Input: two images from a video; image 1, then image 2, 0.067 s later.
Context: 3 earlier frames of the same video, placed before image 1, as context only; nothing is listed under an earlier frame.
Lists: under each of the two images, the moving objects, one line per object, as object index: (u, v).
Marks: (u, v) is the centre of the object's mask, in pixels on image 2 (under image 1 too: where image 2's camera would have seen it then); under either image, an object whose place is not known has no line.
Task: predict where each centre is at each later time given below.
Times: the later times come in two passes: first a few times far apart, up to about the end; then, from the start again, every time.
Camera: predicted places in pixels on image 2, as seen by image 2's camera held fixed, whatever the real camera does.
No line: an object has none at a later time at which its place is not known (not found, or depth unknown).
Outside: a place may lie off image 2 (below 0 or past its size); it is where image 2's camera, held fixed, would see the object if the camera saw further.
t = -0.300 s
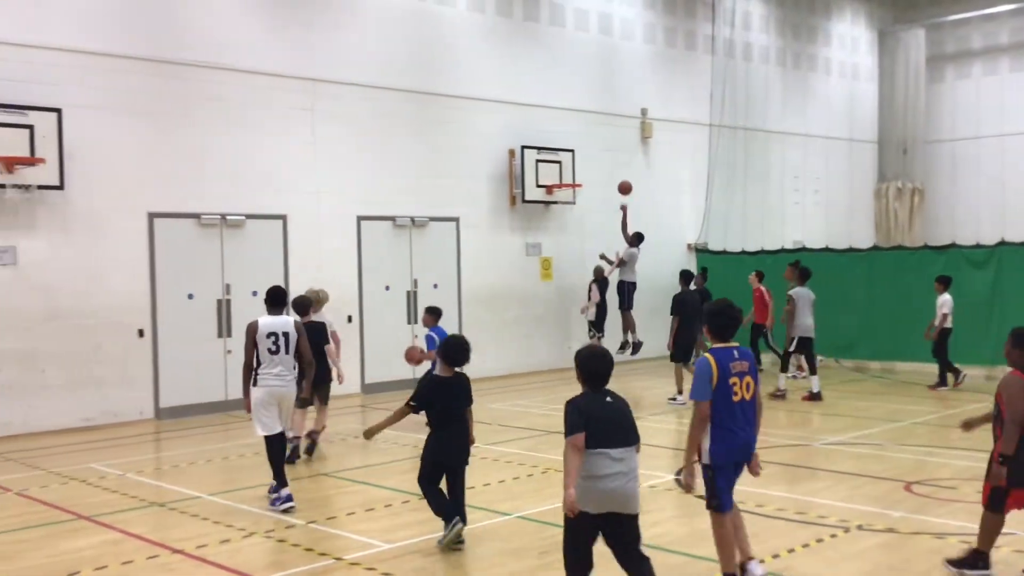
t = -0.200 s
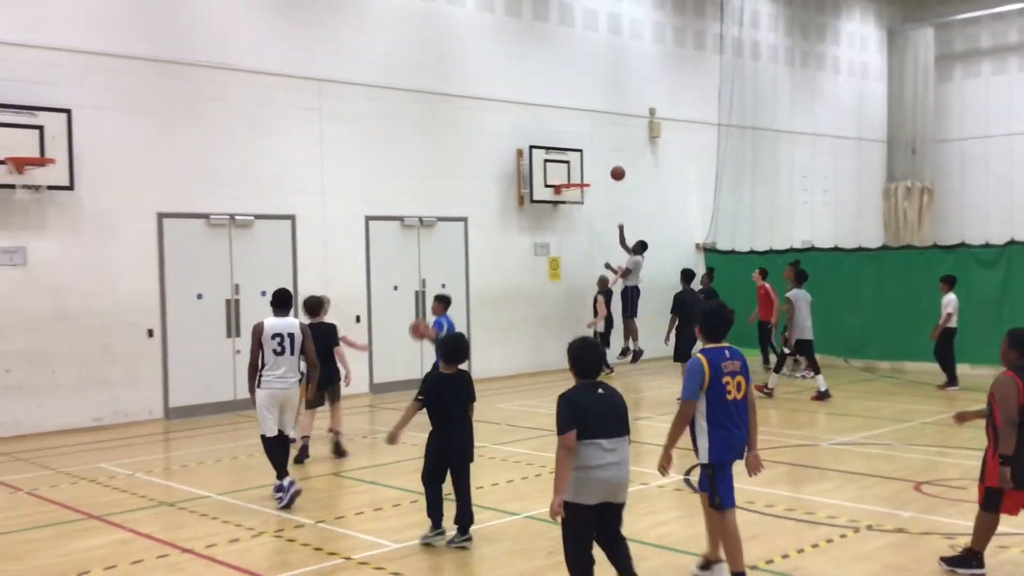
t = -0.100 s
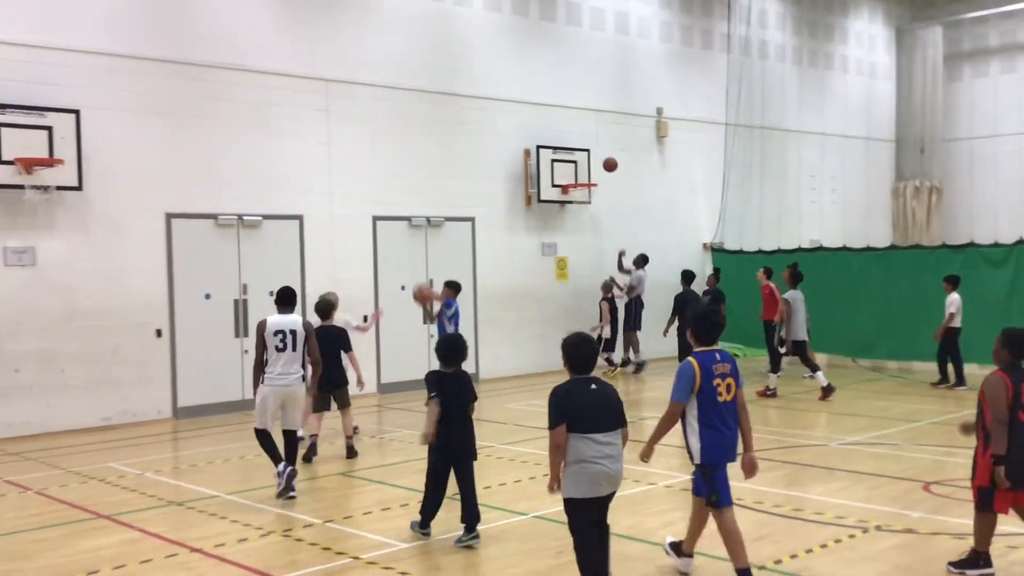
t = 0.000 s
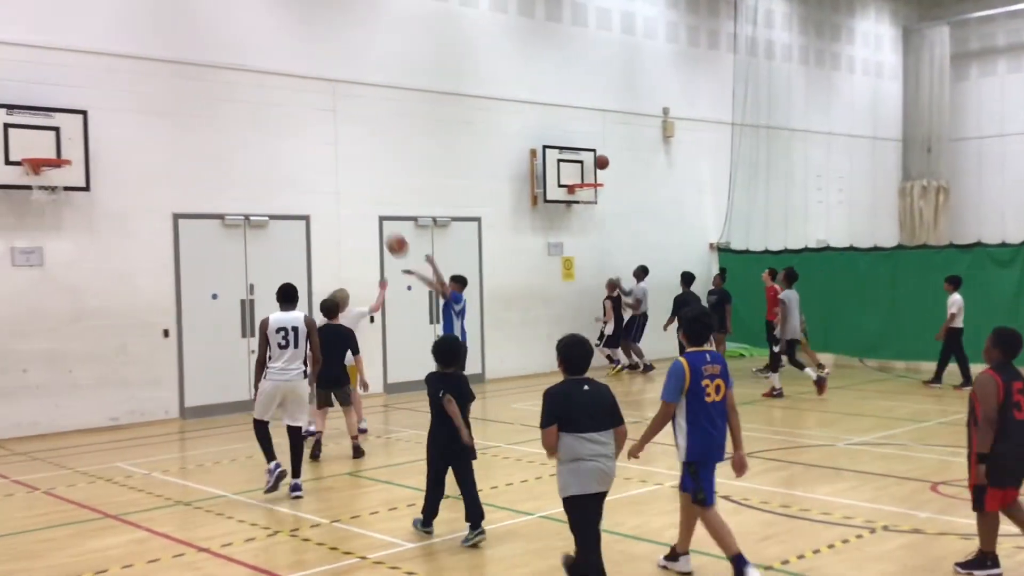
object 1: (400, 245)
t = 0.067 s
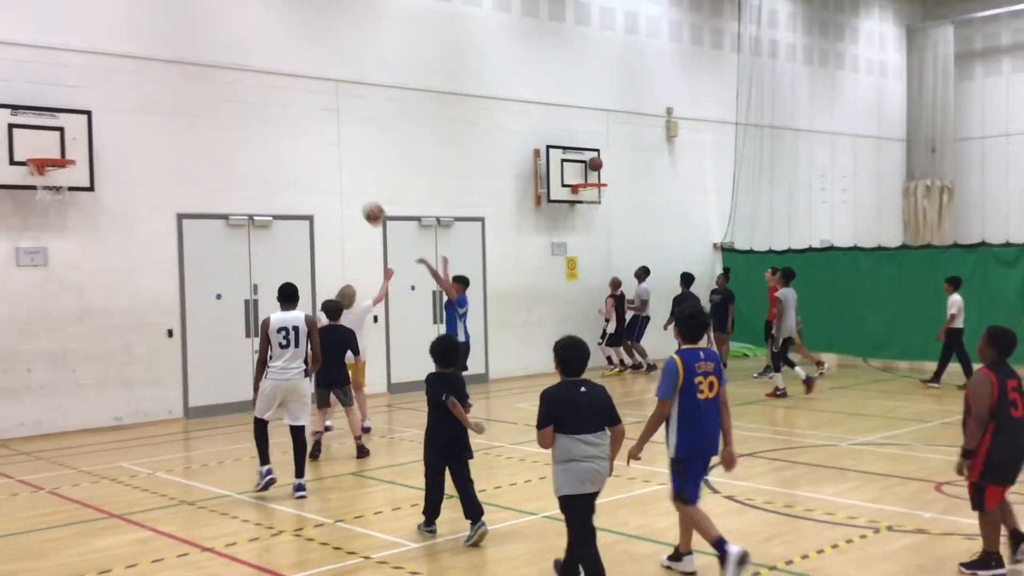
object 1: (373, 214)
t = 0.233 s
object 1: (308, 152)
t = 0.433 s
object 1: (227, 106)
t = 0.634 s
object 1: (147, 95)
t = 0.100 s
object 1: (361, 200)
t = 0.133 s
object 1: (347, 187)
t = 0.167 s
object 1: (334, 174)
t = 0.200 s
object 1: (321, 162)
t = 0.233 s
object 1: (308, 152)
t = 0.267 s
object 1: (294, 142)
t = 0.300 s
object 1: (281, 133)
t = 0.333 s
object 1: (267, 124)
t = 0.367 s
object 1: (254, 117)
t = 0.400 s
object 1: (240, 111)
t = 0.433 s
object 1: (227, 106)
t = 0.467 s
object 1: (214, 101)
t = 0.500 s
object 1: (200, 98)
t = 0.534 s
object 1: (187, 96)
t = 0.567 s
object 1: (173, 94)
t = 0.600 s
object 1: (160, 94)
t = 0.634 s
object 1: (147, 95)
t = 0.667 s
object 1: (133, 96)
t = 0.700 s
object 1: (119, 99)
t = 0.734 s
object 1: (106, 102)
